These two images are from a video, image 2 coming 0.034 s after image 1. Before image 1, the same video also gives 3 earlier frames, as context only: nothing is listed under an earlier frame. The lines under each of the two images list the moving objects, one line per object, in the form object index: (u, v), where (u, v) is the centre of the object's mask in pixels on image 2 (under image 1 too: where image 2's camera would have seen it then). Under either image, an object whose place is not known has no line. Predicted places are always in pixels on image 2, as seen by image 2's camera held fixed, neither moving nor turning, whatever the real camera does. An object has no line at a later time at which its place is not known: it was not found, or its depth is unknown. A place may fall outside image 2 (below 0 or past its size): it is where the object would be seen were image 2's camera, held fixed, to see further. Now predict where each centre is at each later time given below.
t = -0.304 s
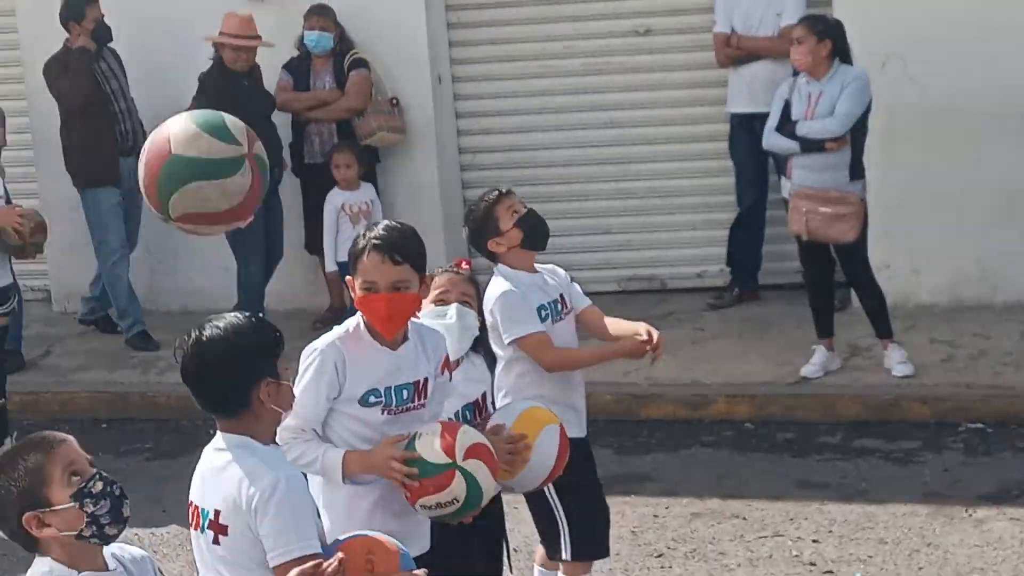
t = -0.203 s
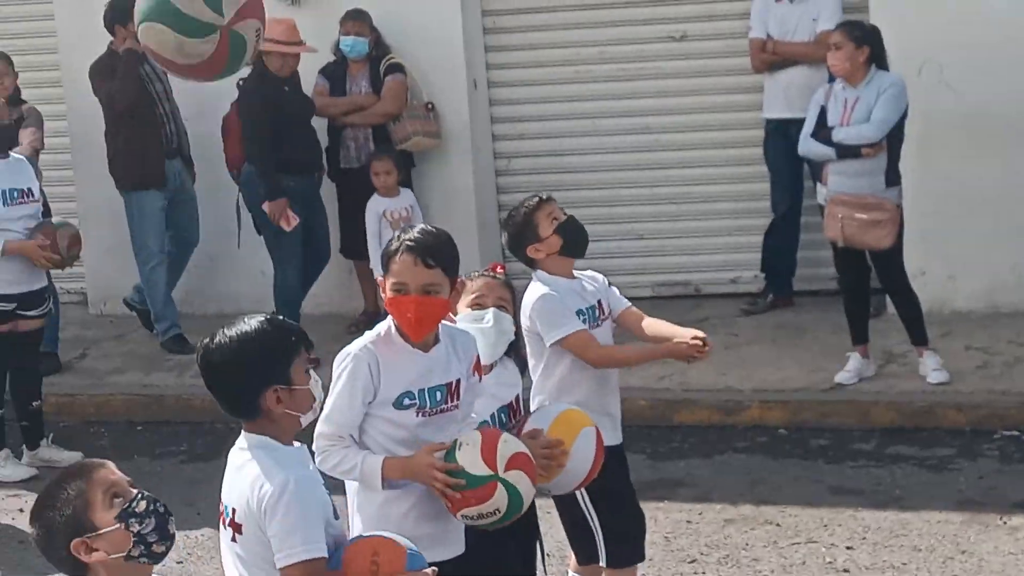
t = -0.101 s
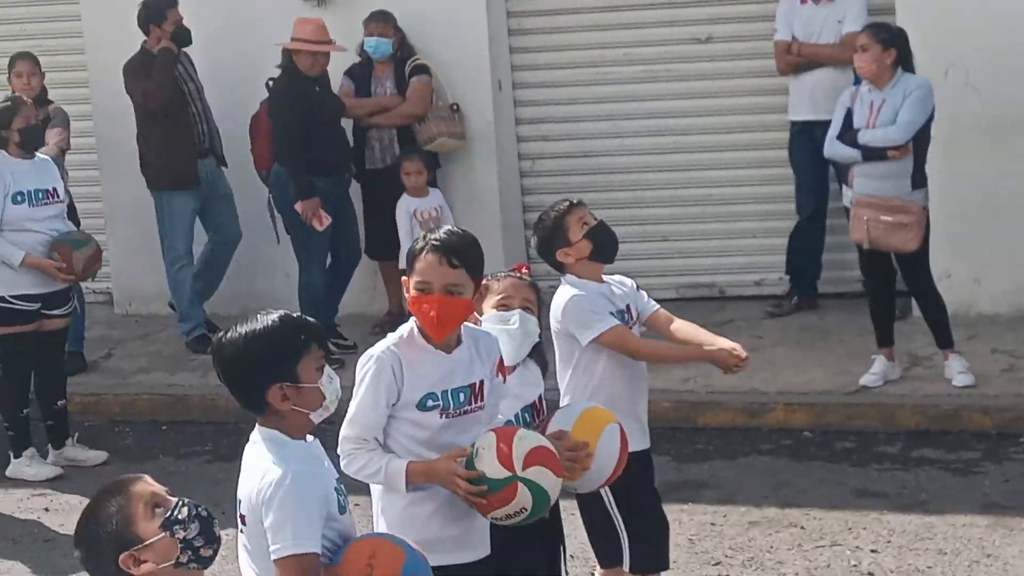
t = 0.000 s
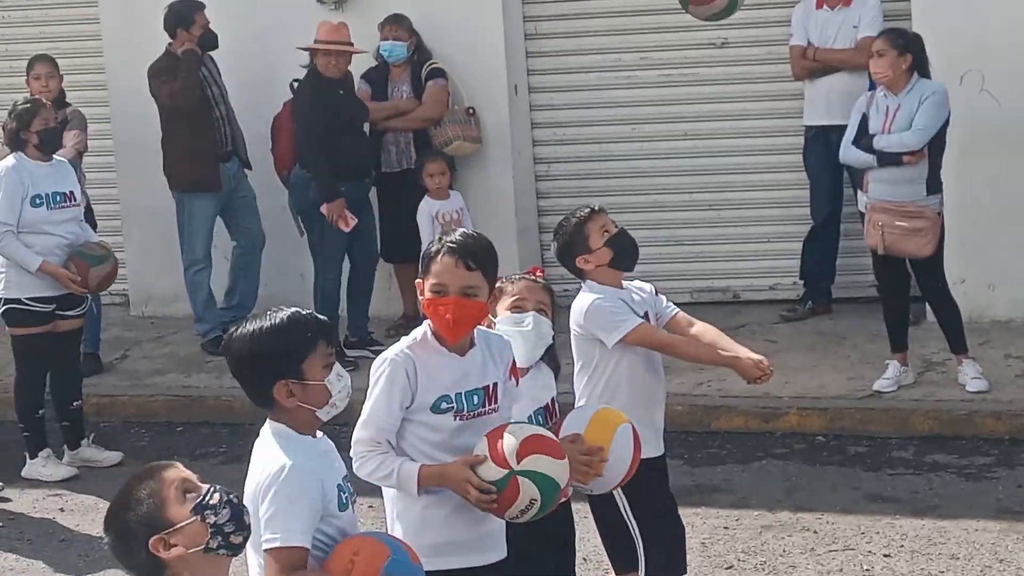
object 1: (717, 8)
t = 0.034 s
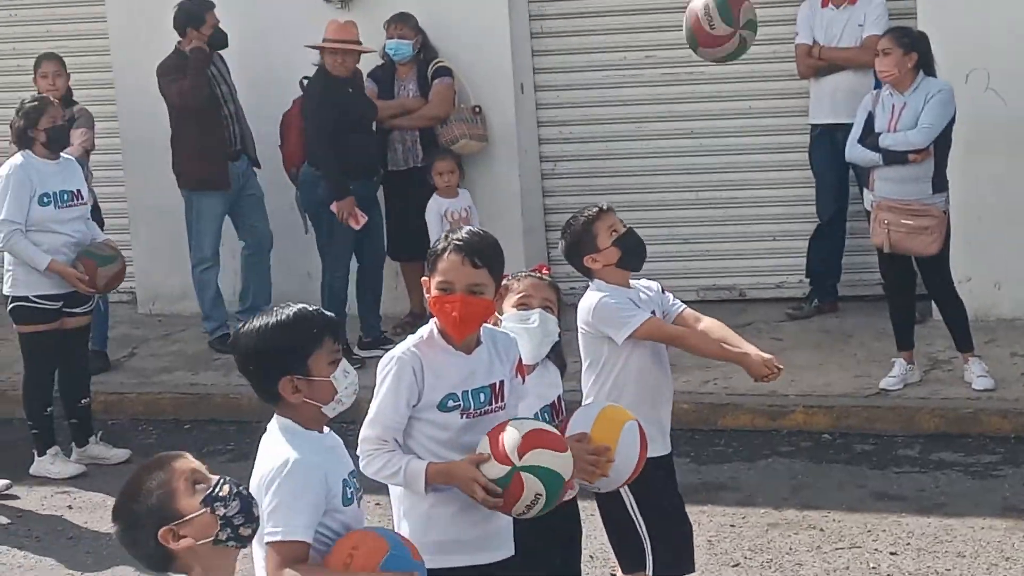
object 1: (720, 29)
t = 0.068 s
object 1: (723, 72)
